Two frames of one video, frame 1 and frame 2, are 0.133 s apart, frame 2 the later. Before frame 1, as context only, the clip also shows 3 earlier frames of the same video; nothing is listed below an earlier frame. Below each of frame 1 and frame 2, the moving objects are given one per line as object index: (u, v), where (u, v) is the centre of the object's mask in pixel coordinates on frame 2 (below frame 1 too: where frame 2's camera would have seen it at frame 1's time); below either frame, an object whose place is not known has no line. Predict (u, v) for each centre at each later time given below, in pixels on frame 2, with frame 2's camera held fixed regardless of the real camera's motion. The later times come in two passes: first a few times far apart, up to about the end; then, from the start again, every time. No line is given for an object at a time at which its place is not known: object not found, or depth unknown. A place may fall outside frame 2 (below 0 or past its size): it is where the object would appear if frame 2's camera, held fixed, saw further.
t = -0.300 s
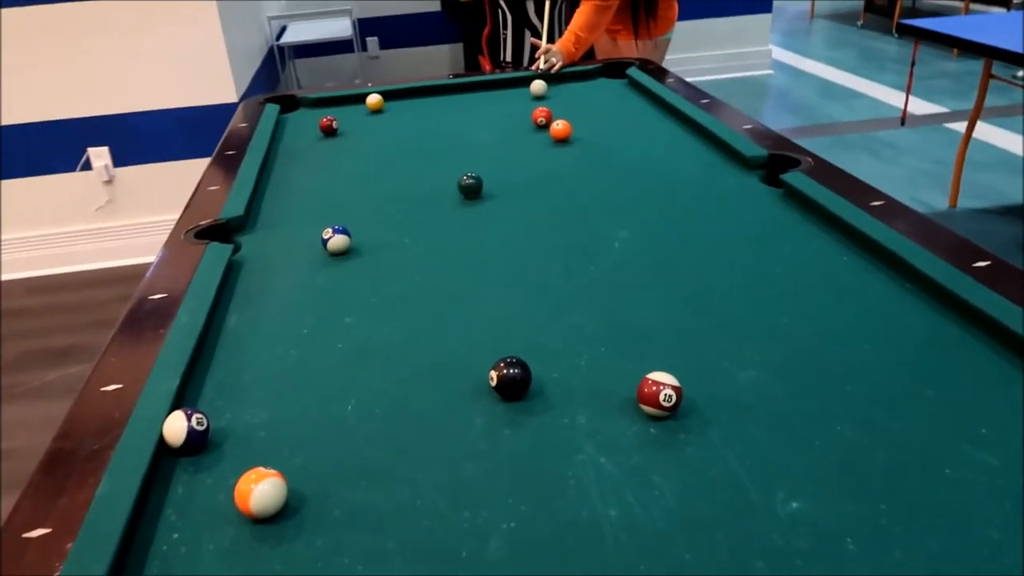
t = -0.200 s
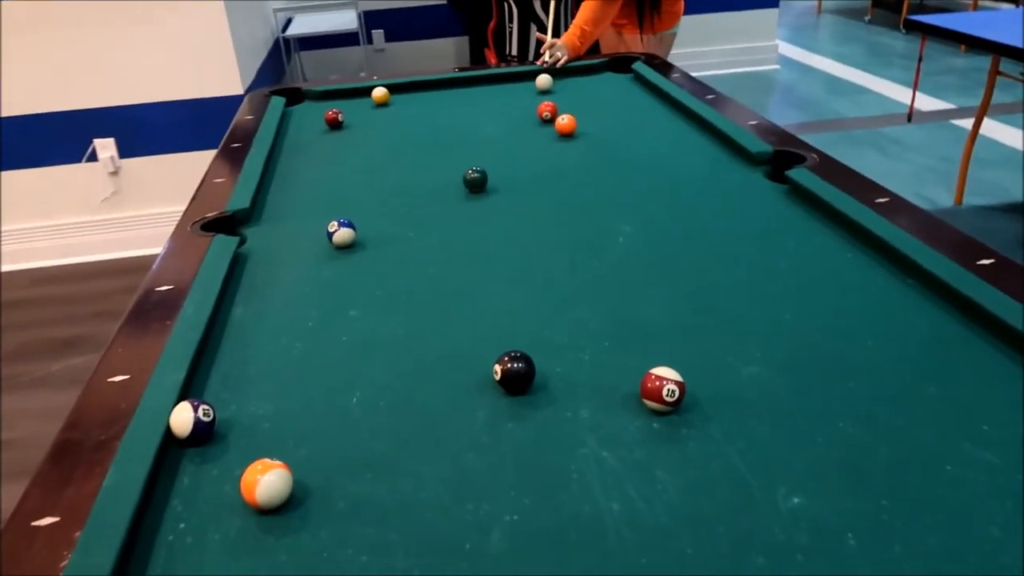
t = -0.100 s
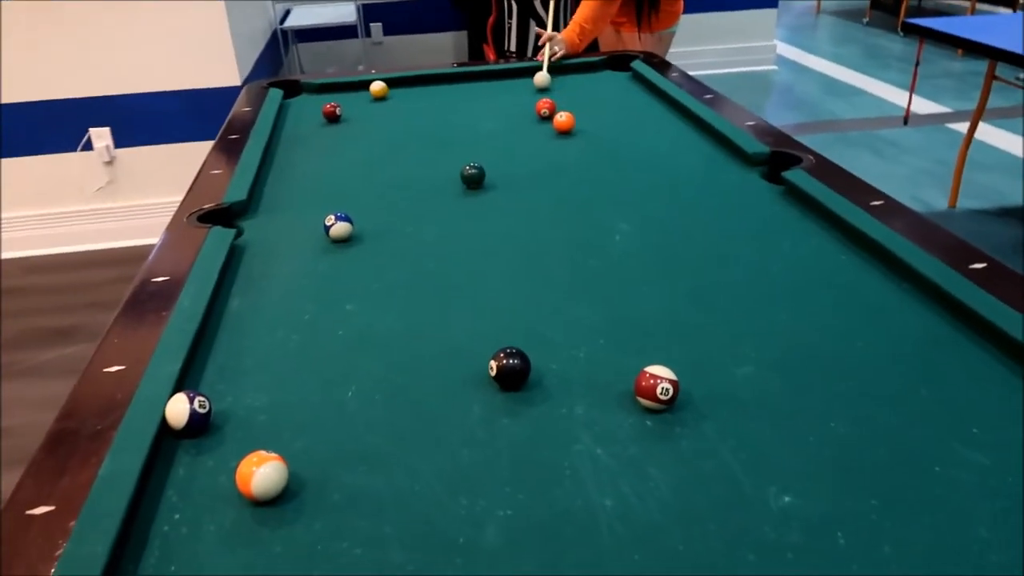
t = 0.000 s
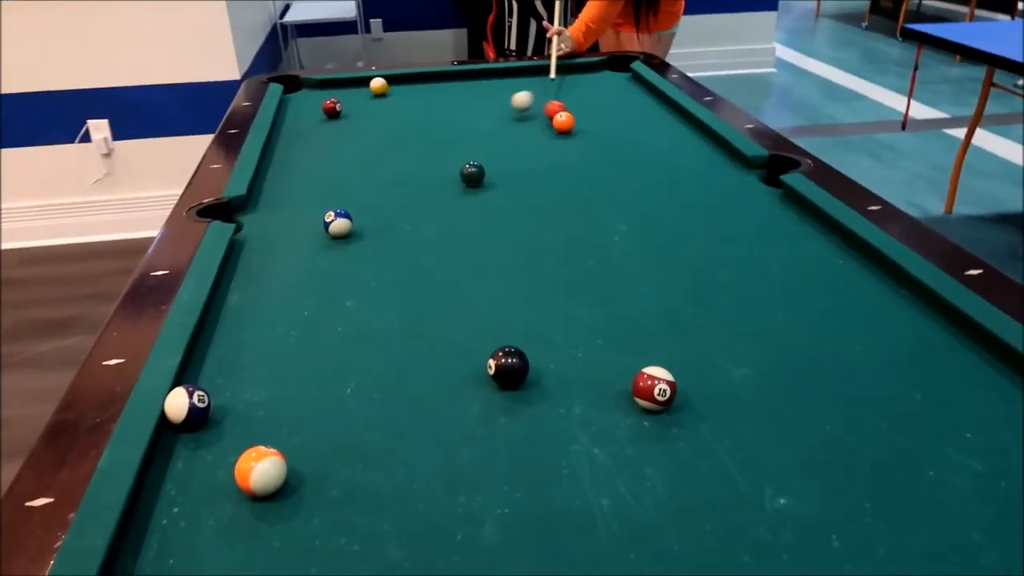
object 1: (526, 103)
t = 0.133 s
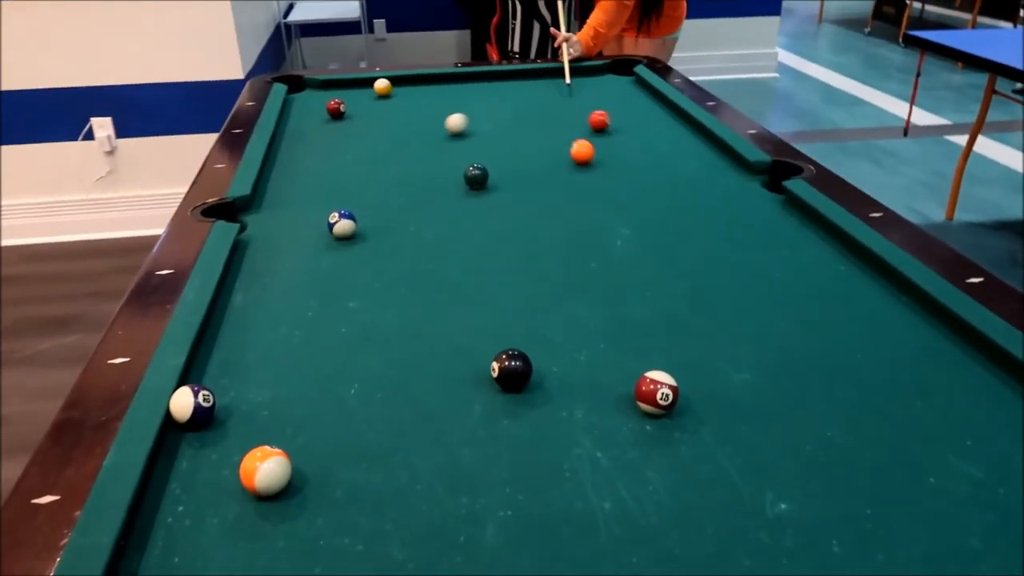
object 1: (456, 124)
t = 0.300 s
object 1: (375, 146)
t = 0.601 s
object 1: (296, 184)
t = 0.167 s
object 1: (440, 128)
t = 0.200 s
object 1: (424, 132)
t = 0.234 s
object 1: (408, 137)
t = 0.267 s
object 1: (392, 142)
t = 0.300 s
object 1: (375, 146)
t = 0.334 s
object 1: (358, 151)
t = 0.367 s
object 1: (340, 156)
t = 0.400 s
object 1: (321, 162)
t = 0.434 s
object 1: (302, 167)
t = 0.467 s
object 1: (282, 172)
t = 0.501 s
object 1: (269, 177)
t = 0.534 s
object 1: (279, 179)
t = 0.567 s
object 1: (288, 182)
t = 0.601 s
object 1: (296, 184)
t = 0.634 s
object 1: (304, 187)
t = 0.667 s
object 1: (312, 189)
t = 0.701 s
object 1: (320, 192)
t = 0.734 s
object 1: (328, 194)
